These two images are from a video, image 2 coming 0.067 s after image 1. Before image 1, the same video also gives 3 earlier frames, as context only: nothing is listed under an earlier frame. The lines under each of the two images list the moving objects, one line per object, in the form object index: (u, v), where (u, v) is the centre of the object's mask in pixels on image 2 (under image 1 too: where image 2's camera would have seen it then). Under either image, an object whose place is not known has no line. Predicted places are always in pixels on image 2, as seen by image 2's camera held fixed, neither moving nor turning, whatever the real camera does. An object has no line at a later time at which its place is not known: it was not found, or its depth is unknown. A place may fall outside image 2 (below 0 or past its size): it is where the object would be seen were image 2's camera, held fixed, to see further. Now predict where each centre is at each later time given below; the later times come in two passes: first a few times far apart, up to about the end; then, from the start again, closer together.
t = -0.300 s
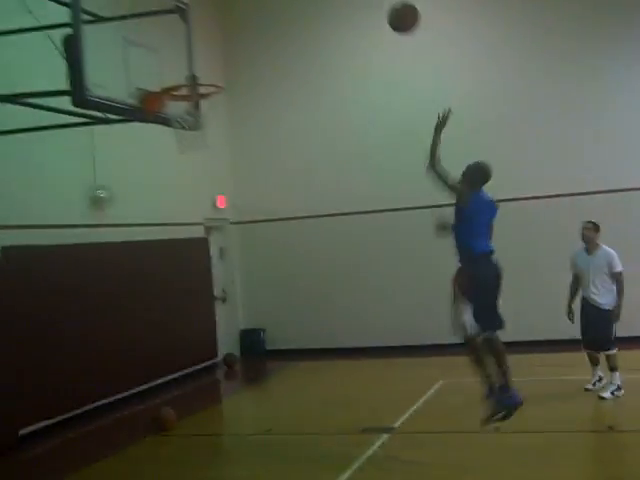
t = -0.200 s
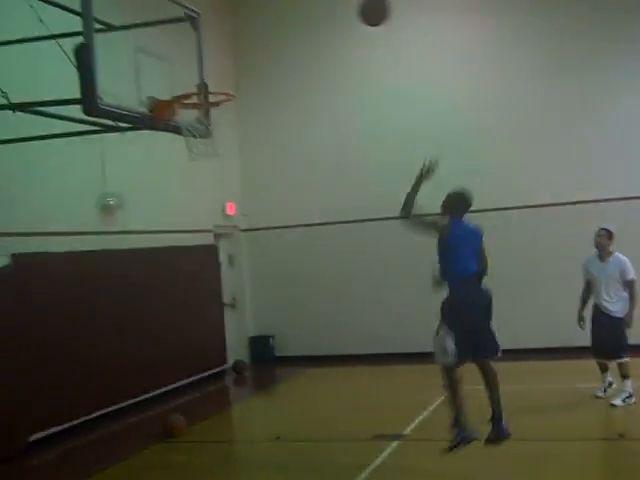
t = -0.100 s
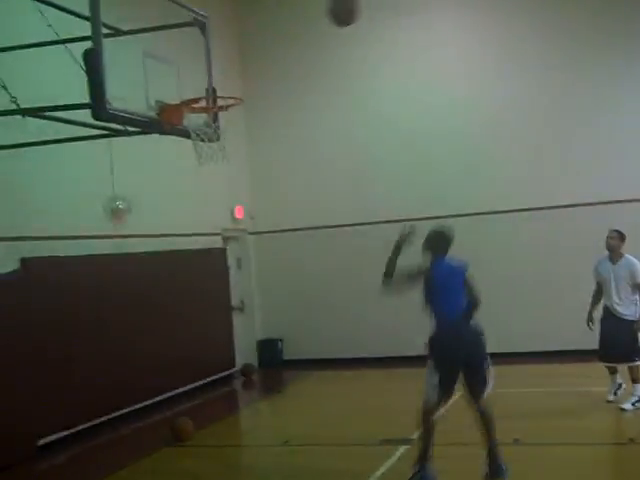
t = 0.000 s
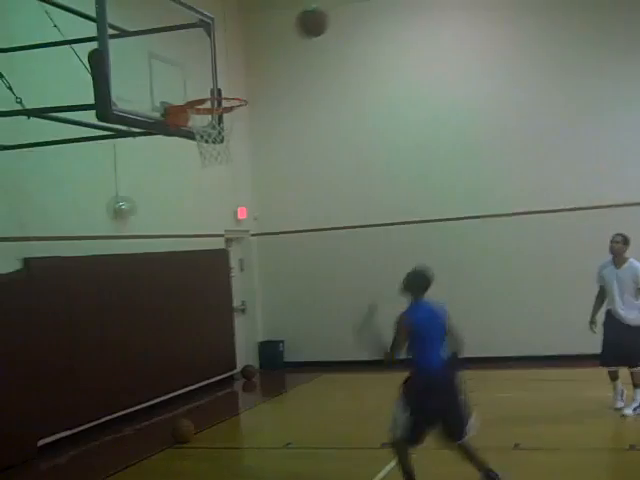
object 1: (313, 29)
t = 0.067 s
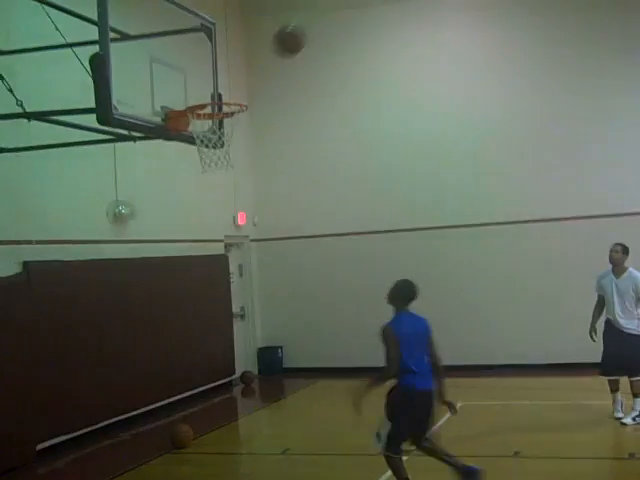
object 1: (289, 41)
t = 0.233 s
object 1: (231, 93)
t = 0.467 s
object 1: (184, 175)
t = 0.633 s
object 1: (165, 249)
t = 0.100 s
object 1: (277, 49)
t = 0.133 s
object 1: (265, 59)
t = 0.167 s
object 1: (255, 70)
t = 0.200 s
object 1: (244, 83)
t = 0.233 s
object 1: (231, 93)
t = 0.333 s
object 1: (200, 143)
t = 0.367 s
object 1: (194, 151)
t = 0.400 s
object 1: (191, 158)
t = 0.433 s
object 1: (188, 165)
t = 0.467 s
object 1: (184, 175)
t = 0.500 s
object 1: (180, 188)
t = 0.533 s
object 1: (176, 201)
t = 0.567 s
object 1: (172, 215)
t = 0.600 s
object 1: (169, 231)
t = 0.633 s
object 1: (165, 249)
